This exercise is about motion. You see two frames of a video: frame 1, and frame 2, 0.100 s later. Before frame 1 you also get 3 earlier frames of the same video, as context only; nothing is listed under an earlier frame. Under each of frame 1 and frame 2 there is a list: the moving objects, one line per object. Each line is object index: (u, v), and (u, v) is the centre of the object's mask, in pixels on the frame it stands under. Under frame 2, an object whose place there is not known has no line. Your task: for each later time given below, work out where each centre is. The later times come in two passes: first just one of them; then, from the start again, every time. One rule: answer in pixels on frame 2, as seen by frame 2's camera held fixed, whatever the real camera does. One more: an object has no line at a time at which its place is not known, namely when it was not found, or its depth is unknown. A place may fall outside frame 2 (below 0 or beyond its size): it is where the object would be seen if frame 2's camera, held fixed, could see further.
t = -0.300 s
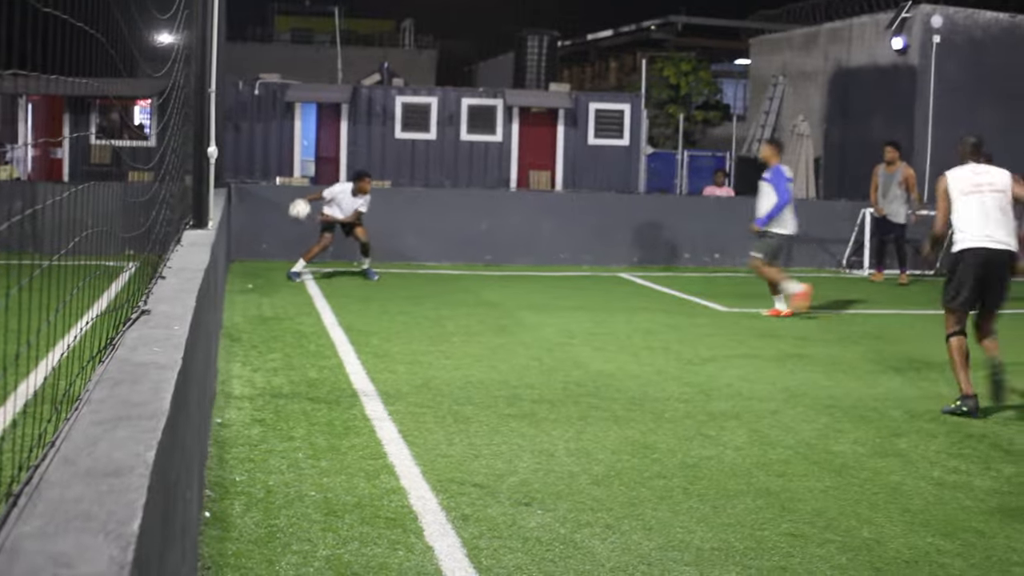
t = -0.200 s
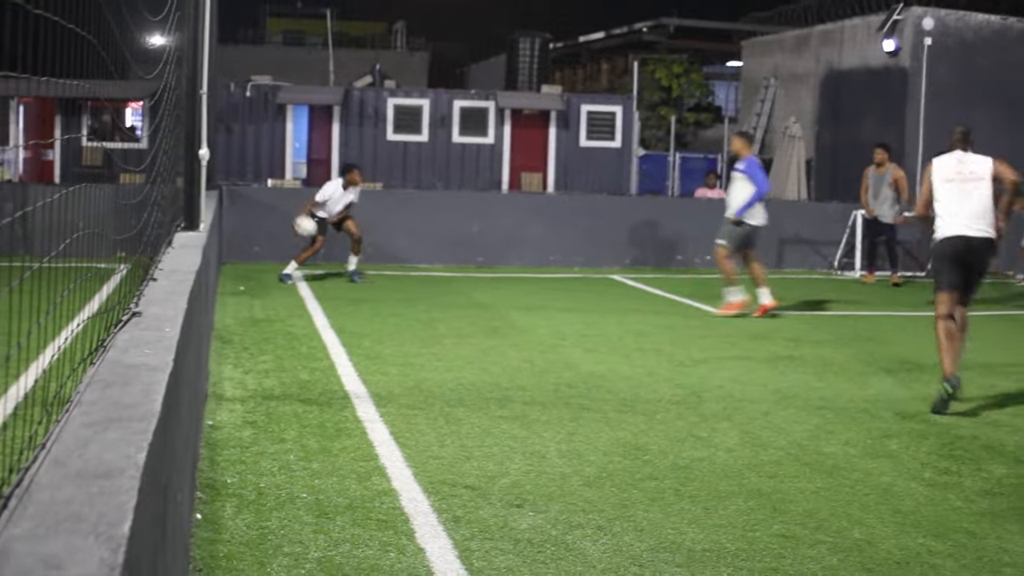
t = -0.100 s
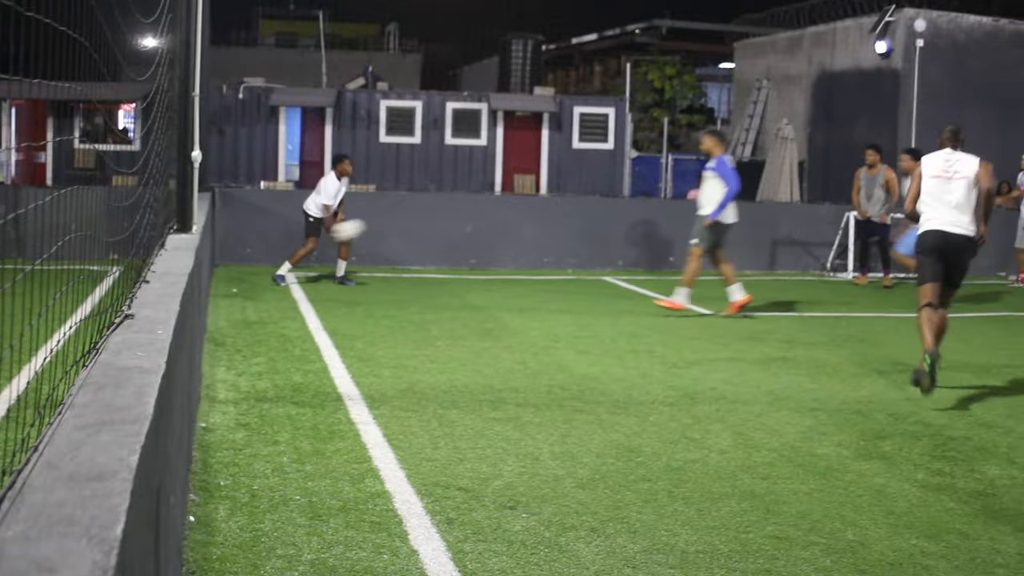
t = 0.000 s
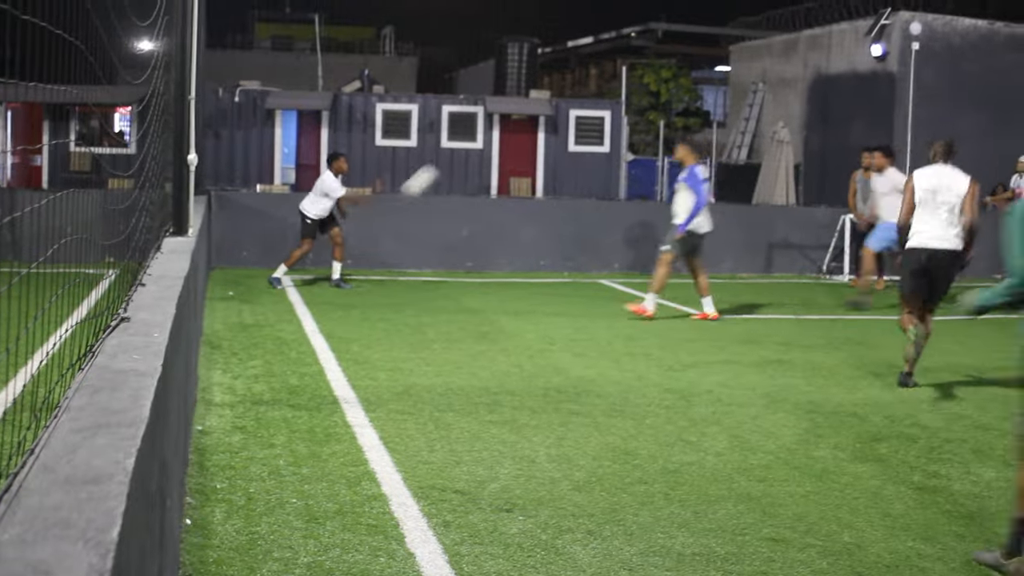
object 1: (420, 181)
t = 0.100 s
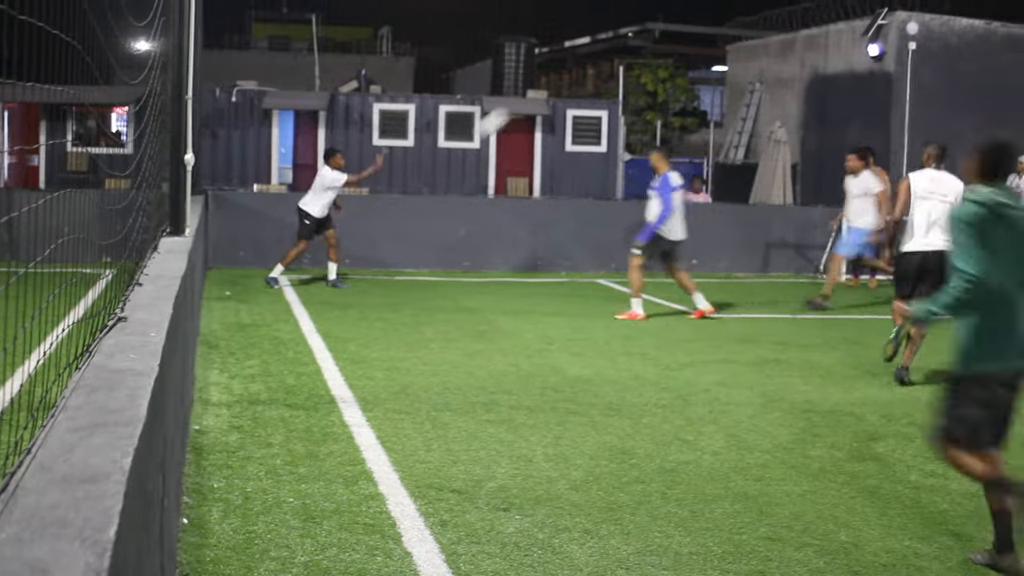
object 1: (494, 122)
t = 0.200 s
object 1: (564, 78)
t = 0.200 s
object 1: (564, 78)
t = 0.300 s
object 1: (634, 43)
